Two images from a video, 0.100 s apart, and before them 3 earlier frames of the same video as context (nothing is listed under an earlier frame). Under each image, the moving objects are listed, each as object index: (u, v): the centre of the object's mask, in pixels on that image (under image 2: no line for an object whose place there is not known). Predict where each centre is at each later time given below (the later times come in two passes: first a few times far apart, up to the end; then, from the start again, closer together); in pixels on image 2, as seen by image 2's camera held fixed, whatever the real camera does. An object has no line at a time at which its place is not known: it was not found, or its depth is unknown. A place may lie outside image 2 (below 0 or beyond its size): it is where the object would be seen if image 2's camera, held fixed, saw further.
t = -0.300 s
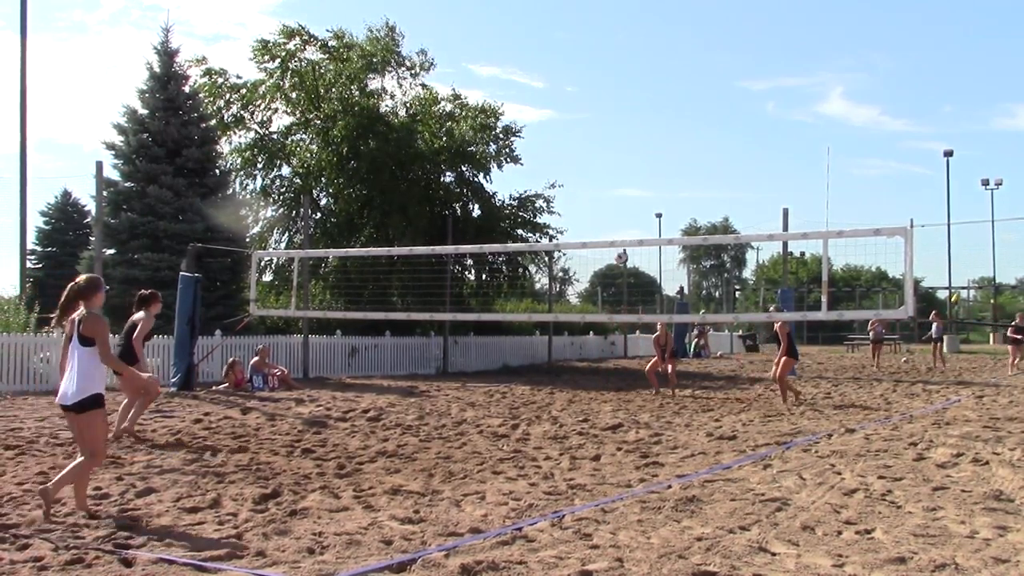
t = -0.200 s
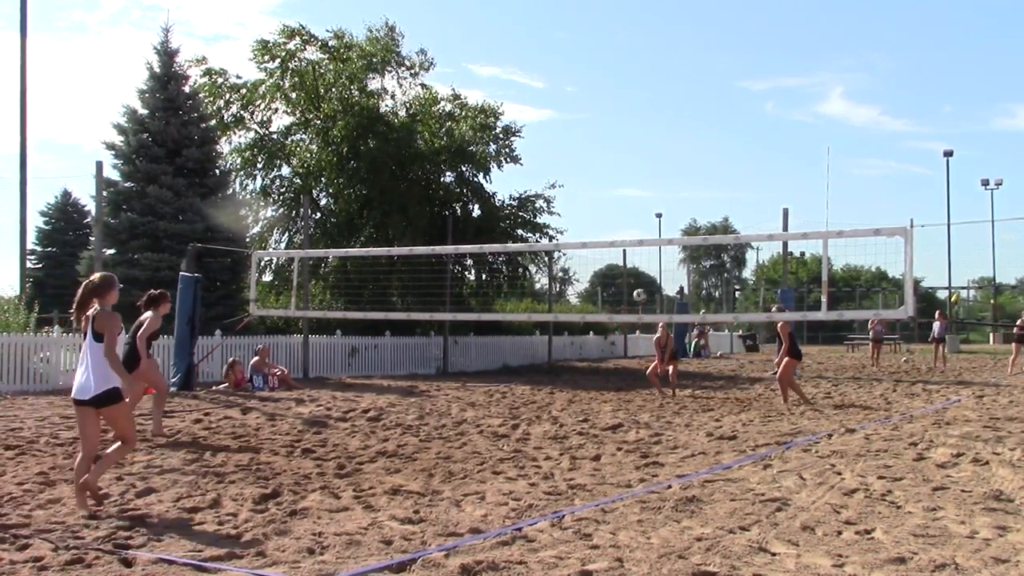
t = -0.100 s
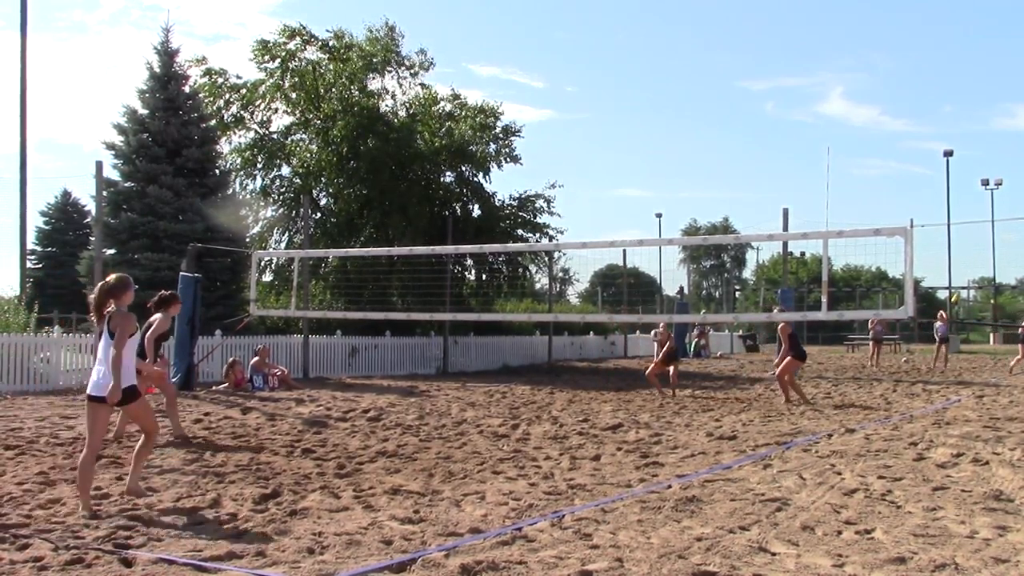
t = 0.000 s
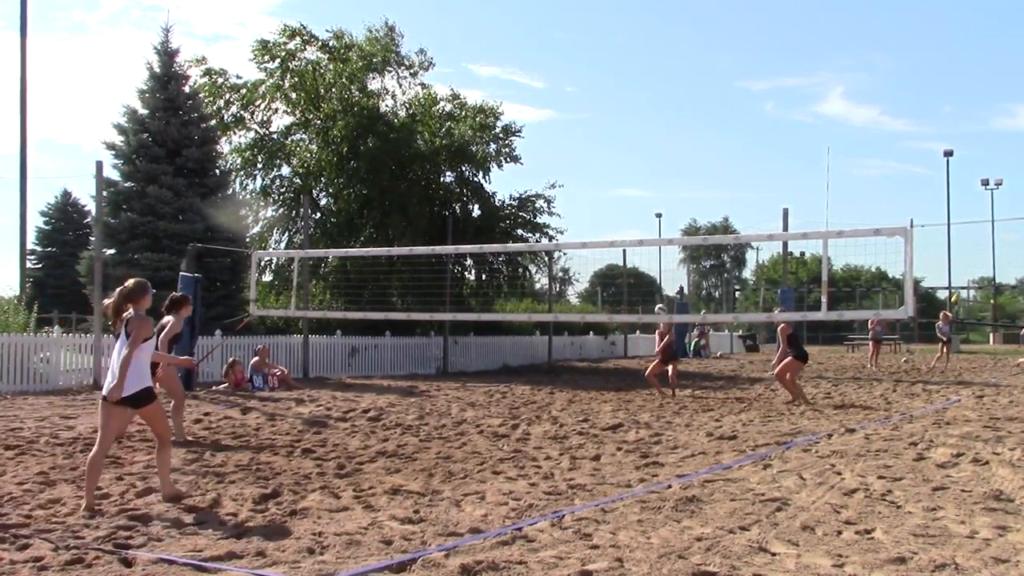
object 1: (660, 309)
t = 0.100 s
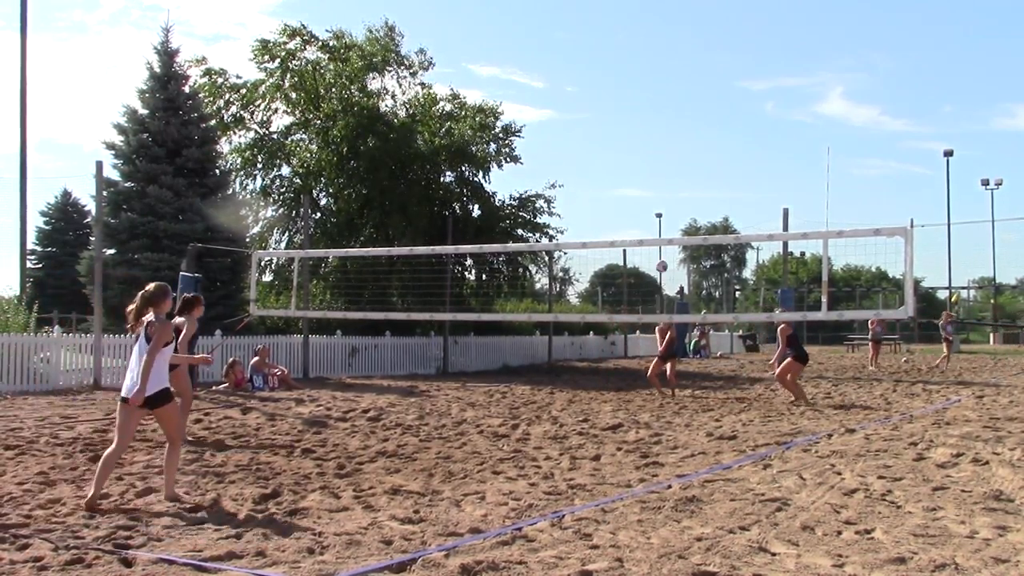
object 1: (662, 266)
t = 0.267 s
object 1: (662, 205)
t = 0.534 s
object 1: (660, 137)
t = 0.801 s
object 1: (657, 110)
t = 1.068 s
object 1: (653, 126)
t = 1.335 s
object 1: (648, 190)
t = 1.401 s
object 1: (646, 213)
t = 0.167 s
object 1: (662, 236)
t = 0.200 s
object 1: (662, 228)
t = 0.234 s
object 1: (662, 216)
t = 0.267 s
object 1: (662, 205)
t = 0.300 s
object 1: (662, 194)
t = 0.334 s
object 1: (661, 184)
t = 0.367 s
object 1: (661, 175)
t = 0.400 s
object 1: (661, 166)
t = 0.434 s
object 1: (661, 158)
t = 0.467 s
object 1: (660, 150)
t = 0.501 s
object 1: (660, 143)
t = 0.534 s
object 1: (660, 137)
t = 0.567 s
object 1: (659, 132)
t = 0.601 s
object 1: (659, 126)
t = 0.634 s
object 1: (659, 122)
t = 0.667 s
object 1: (658, 118)
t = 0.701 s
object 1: (658, 115)
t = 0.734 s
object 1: (658, 113)
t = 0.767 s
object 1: (657, 111)
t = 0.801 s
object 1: (657, 110)
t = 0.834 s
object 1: (656, 109)
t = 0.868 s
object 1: (656, 109)
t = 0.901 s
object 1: (656, 110)
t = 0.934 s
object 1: (655, 112)
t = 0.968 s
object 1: (655, 114)
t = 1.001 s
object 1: (654, 118)
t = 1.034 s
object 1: (654, 122)
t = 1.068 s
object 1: (653, 126)
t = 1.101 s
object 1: (652, 131)
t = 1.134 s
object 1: (652, 137)
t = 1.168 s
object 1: (651, 144)
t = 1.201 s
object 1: (650, 151)
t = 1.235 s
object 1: (650, 160)
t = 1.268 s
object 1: (649, 169)
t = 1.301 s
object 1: (648, 179)
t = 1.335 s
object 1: (648, 190)
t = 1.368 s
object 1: (646, 201)
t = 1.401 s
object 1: (646, 213)
